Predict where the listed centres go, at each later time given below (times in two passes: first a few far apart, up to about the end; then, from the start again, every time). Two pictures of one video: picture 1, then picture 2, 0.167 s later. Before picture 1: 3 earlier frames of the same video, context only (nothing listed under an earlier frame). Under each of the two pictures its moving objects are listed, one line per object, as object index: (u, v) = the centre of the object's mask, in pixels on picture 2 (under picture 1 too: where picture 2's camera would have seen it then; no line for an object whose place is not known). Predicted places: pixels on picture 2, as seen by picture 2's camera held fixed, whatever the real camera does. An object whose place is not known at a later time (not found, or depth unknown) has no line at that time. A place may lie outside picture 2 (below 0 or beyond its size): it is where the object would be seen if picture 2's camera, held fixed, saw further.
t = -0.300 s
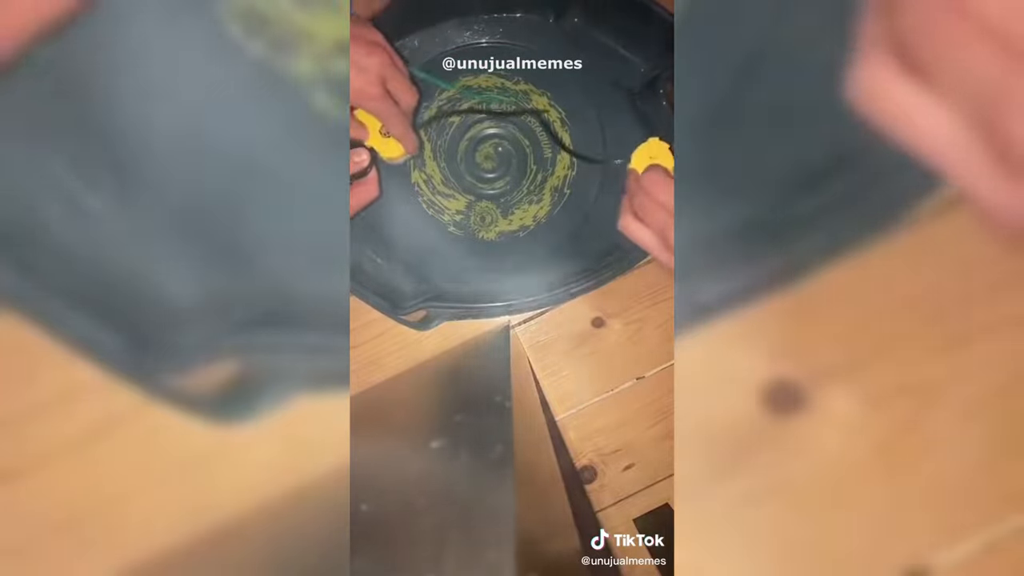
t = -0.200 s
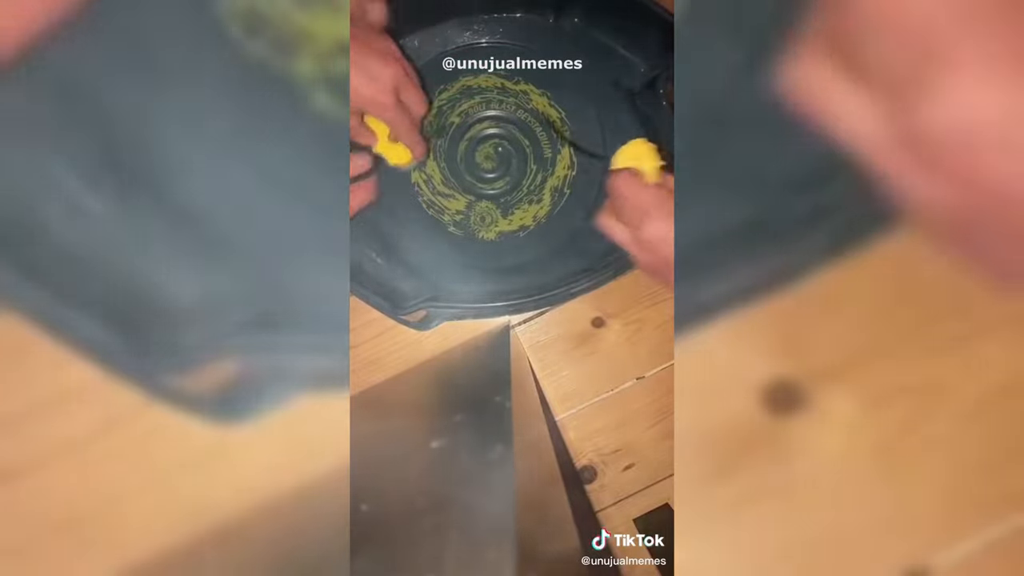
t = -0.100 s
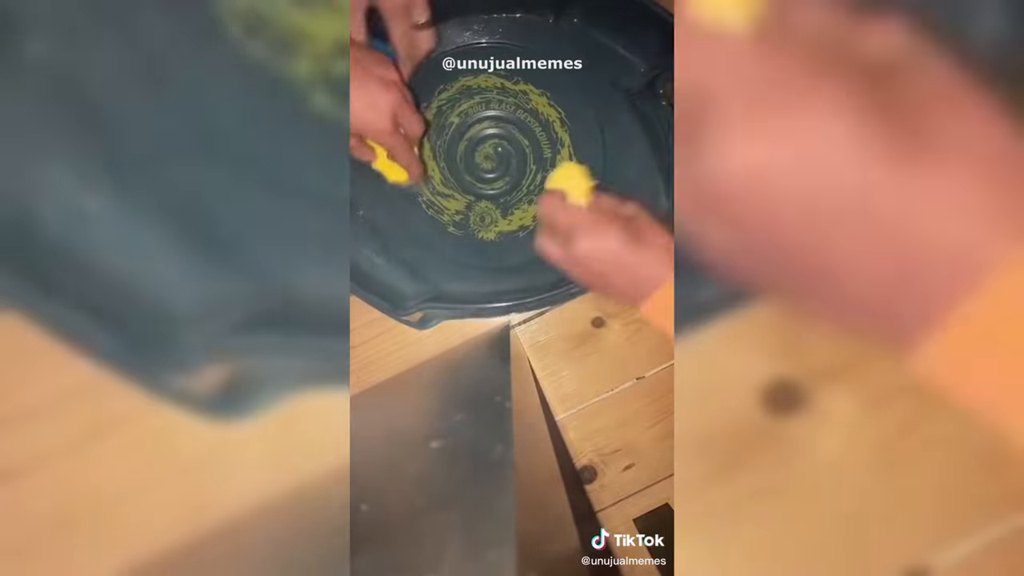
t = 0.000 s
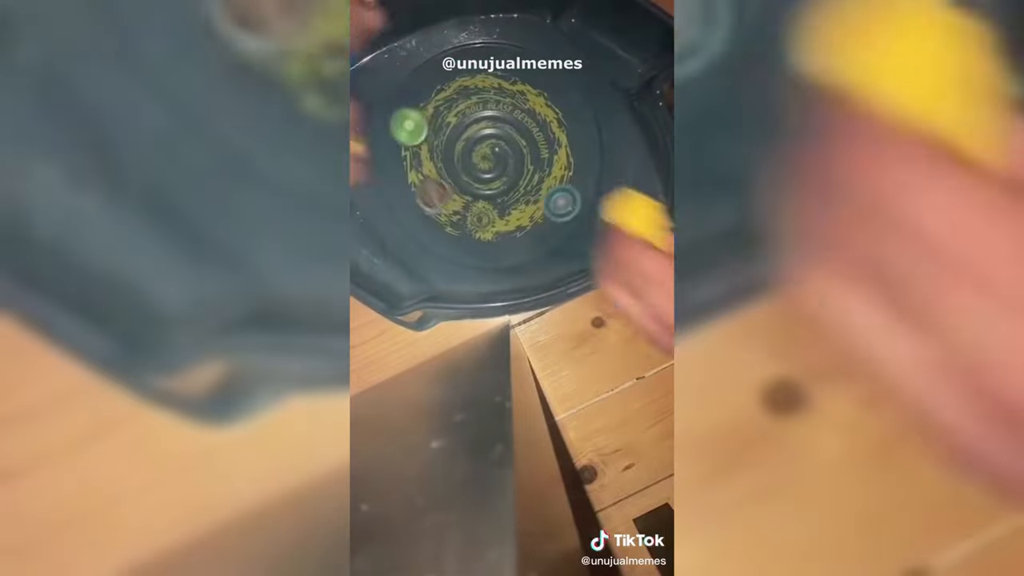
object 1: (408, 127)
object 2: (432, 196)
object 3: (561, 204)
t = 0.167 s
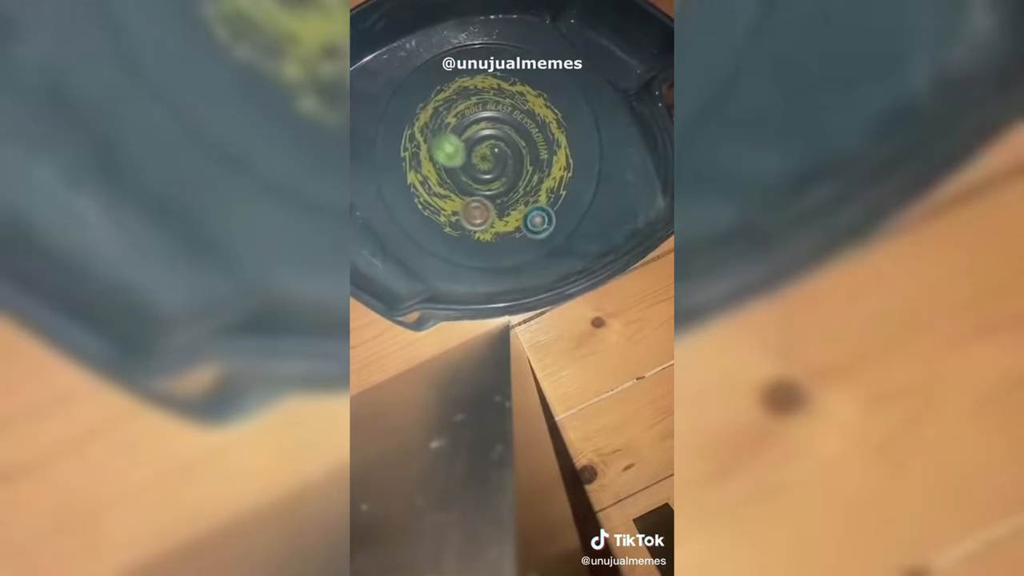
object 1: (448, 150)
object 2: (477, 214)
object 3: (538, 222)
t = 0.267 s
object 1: (490, 159)
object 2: (495, 208)
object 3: (531, 232)
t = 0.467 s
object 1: (554, 141)
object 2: (527, 173)
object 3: (507, 262)
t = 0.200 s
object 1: (461, 153)
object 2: (483, 212)
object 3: (537, 224)
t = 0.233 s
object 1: (476, 157)
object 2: (489, 211)
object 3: (534, 228)
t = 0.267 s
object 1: (490, 159)
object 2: (495, 208)
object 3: (531, 232)
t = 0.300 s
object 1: (504, 160)
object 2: (501, 205)
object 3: (527, 237)
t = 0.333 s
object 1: (518, 158)
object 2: (507, 201)
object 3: (522, 242)
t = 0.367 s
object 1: (529, 155)
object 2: (513, 195)
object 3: (517, 248)
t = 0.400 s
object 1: (540, 151)
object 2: (517, 188)
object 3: (513, 253)
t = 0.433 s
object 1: (547, 147)
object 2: (522, 181)
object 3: (509, 259)
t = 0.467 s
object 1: (554, 141)
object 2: (527, 173)
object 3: (507, 262)
